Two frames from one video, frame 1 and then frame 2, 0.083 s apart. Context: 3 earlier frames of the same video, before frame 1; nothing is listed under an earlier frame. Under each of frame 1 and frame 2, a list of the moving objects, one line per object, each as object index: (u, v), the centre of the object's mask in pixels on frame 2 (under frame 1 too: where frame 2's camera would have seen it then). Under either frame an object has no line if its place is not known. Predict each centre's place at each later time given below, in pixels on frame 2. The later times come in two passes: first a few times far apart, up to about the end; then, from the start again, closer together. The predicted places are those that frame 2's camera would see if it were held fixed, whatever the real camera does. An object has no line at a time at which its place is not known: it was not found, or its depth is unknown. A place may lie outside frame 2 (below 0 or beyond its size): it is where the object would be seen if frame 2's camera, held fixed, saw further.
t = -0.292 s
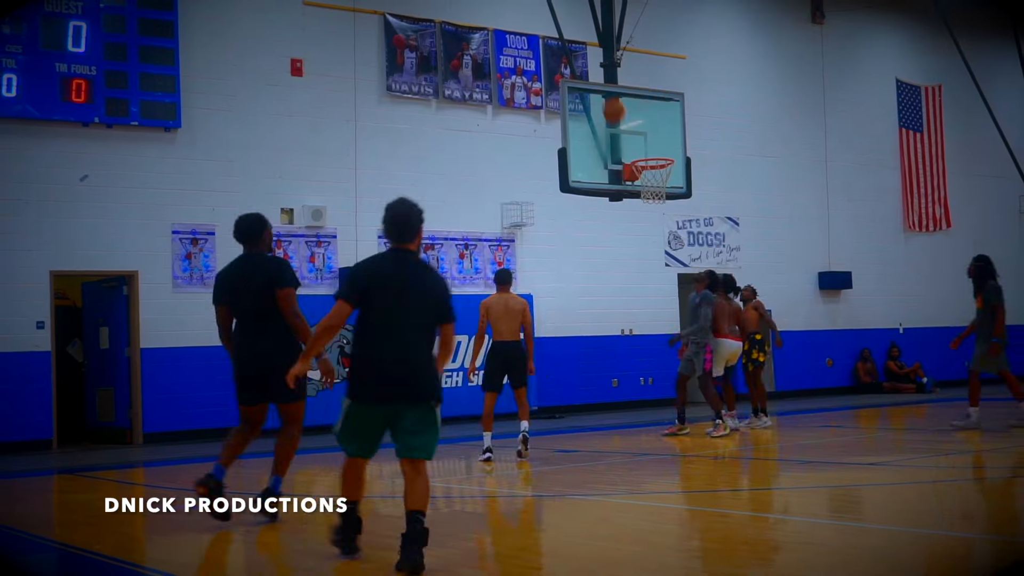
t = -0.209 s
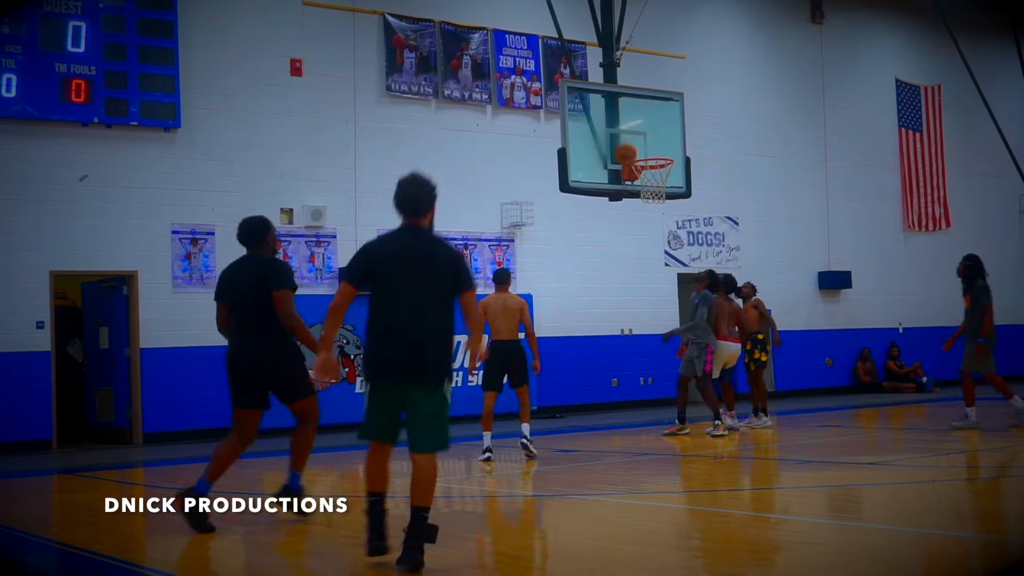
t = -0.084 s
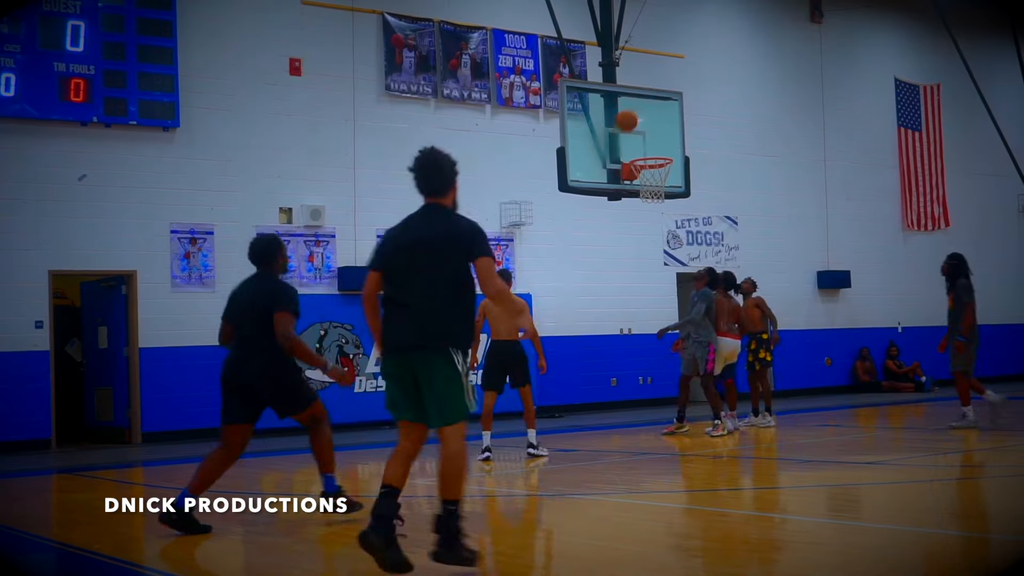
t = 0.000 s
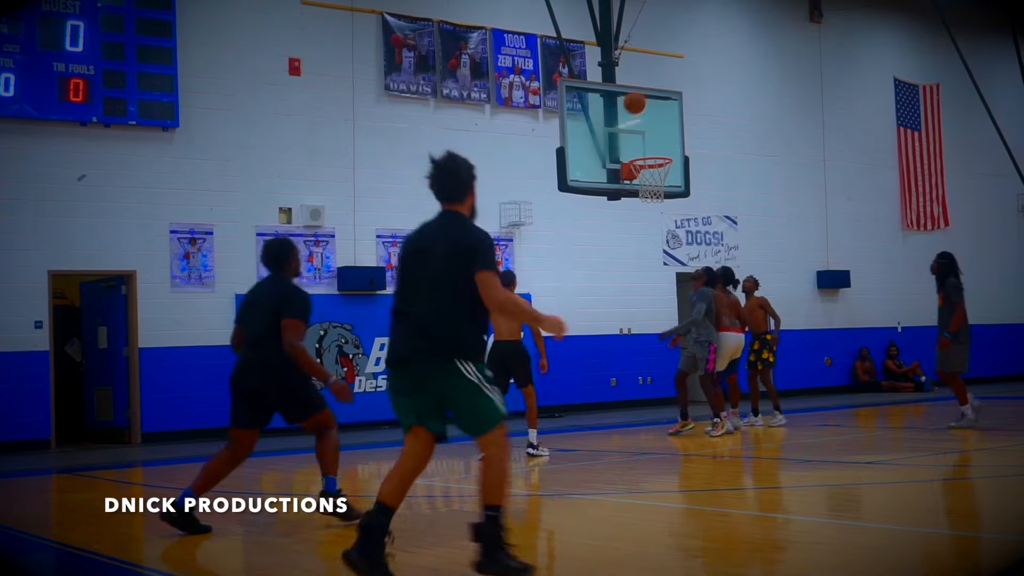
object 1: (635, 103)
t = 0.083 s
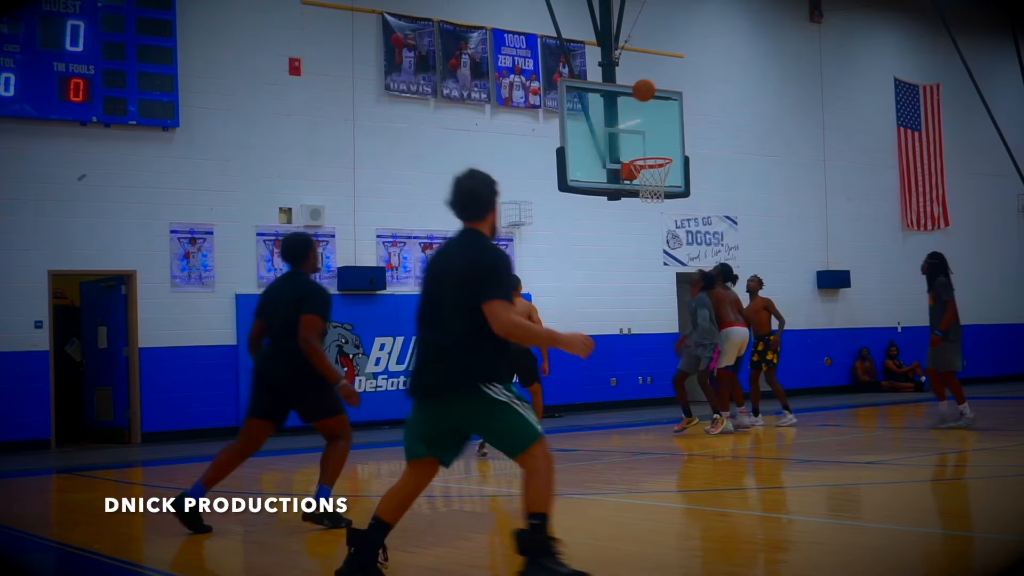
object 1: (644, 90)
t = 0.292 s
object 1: (669, 85)
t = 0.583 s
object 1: (710, 149)
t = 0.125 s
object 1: (649, 86)
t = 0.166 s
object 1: (654, 83)
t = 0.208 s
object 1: (659, 82)
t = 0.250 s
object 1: (664, 83)
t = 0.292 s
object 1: (669, 85)
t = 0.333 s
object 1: (675, 89)
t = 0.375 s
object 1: (680, 94)
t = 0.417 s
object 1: (686, 101)
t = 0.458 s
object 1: (692, 110)
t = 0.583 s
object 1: (710, 149)
